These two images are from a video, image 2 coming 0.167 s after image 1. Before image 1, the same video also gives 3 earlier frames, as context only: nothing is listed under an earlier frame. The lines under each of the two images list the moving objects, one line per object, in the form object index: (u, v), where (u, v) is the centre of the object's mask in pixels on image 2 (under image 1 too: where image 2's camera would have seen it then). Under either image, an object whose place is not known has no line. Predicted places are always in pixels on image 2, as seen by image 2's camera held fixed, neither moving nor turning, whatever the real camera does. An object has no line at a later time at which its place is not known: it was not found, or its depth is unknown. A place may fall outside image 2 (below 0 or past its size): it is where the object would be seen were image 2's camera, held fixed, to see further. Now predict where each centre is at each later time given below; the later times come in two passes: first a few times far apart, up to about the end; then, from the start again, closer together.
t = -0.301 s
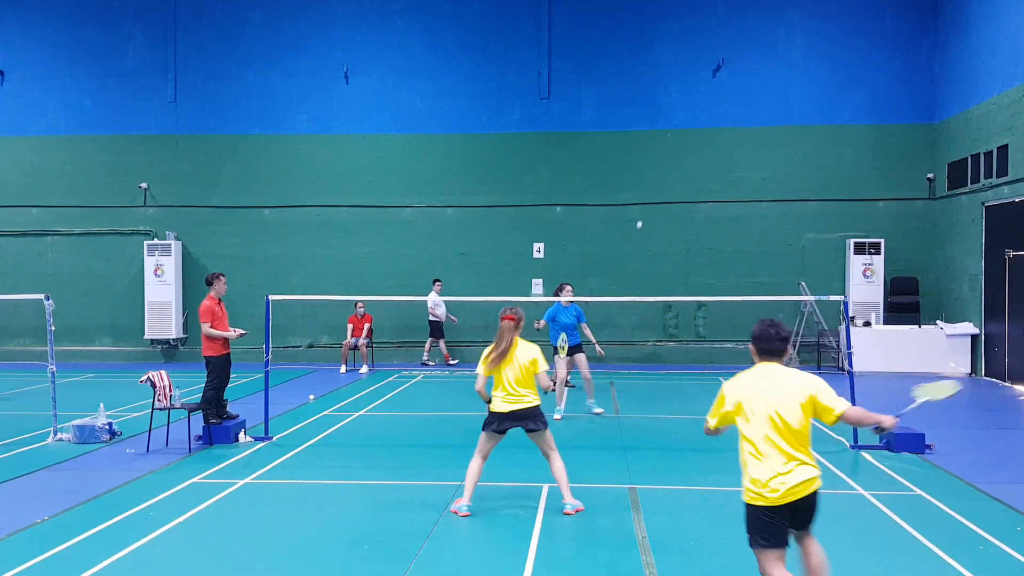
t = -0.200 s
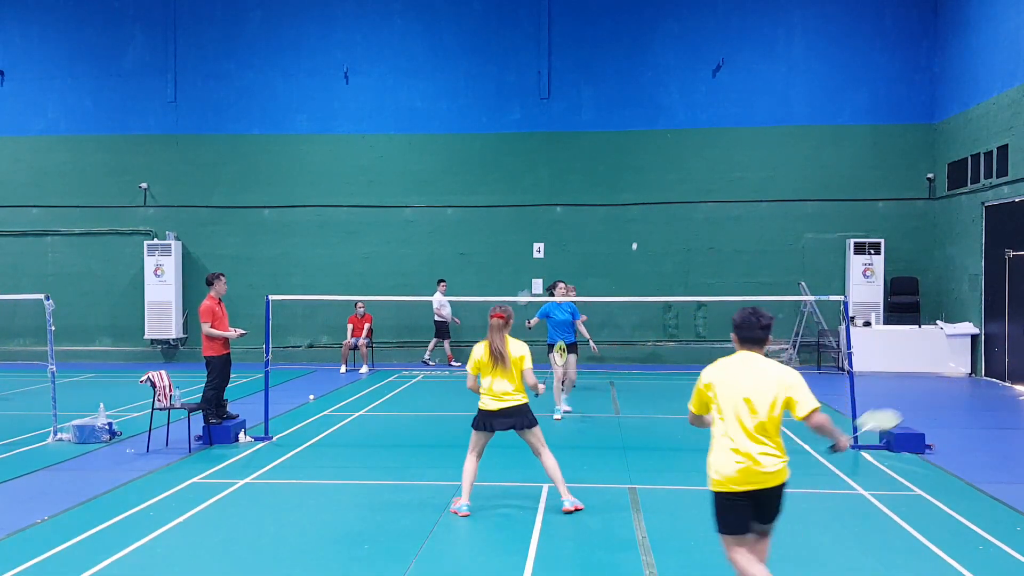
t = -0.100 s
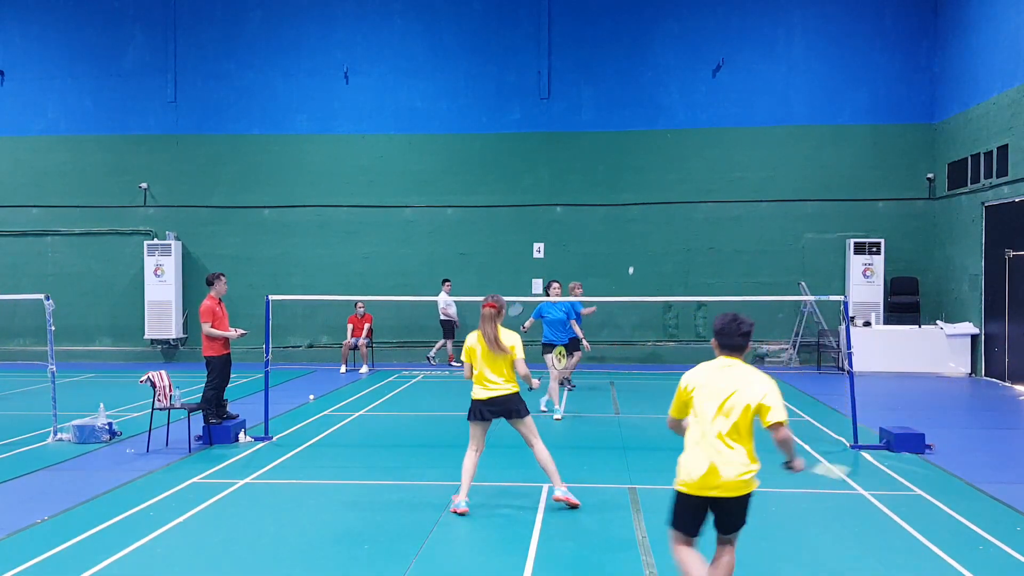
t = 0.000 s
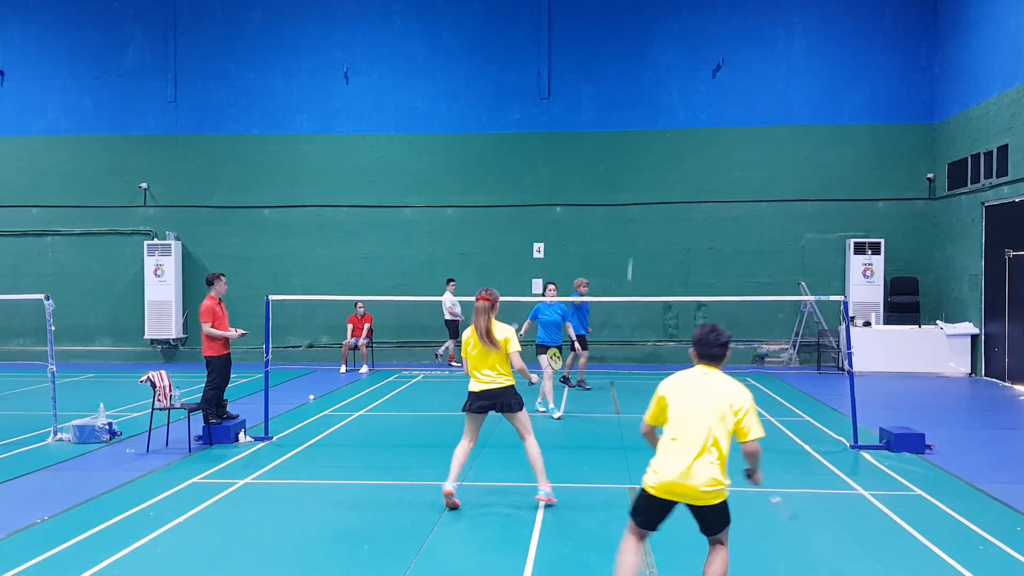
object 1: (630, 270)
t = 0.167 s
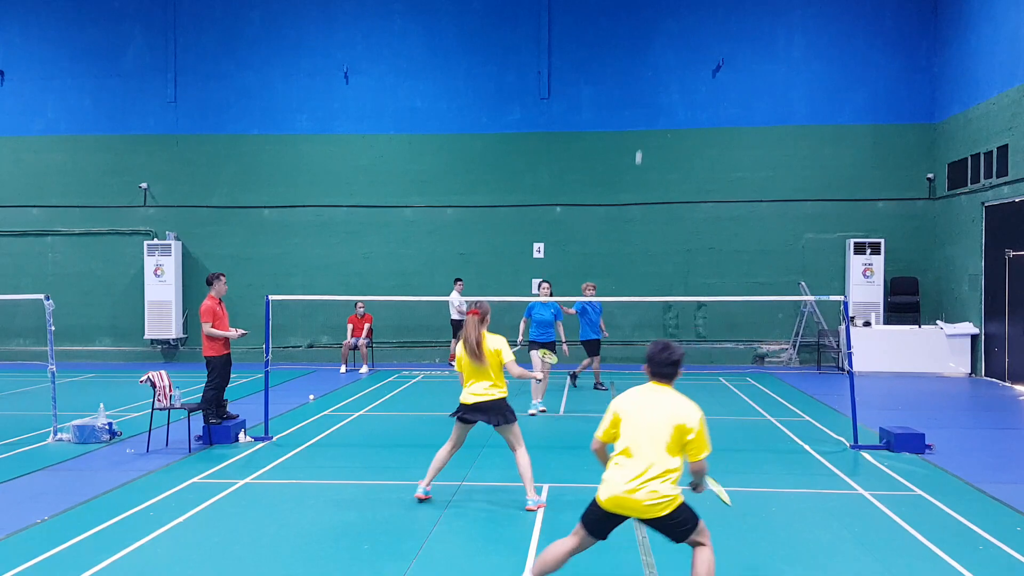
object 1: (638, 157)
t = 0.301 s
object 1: (645, 98)
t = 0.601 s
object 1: (655, 35)
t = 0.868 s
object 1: (660, 83)
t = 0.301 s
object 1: (645, 98)
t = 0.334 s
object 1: (646, 86)
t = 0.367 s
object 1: (647, 75)
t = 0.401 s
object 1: (648, 65)
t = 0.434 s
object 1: (650, 57)
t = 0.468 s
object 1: (651, 50)
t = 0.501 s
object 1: (653, 44)
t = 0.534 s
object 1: (654, 39)
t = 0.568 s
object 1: (655, 36)
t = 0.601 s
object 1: (655, 35)
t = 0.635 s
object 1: (656, 35)
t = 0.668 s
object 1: (657, 36)
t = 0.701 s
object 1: (658, 39)
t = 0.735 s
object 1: (658, 44)
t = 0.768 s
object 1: (659, 51)
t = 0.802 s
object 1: (659, 59)
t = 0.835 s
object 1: (660, 70)
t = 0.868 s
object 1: (660, 83)
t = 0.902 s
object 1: (660, 97)
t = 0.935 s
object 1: (660, 114)
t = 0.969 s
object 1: (660, 133)
